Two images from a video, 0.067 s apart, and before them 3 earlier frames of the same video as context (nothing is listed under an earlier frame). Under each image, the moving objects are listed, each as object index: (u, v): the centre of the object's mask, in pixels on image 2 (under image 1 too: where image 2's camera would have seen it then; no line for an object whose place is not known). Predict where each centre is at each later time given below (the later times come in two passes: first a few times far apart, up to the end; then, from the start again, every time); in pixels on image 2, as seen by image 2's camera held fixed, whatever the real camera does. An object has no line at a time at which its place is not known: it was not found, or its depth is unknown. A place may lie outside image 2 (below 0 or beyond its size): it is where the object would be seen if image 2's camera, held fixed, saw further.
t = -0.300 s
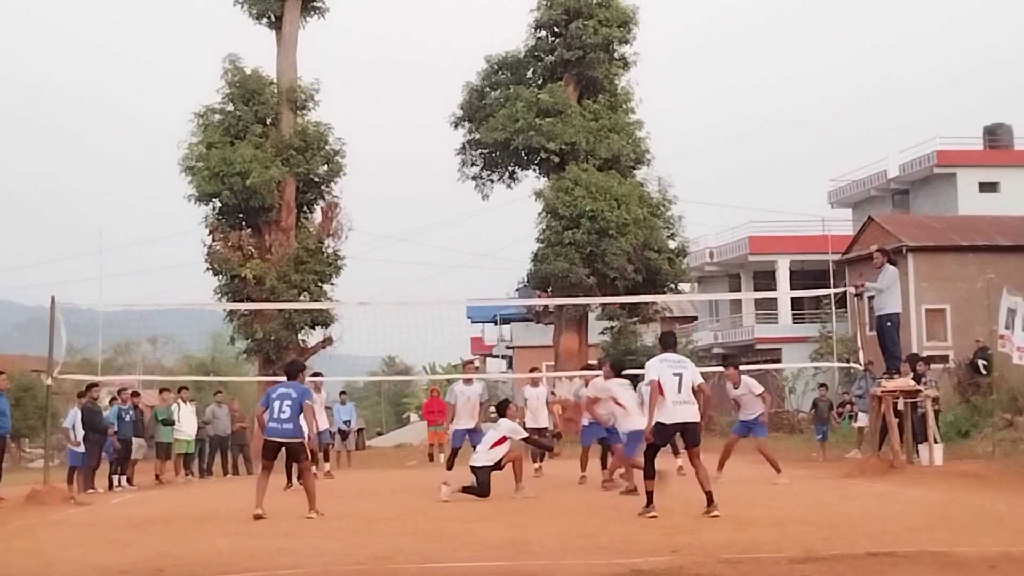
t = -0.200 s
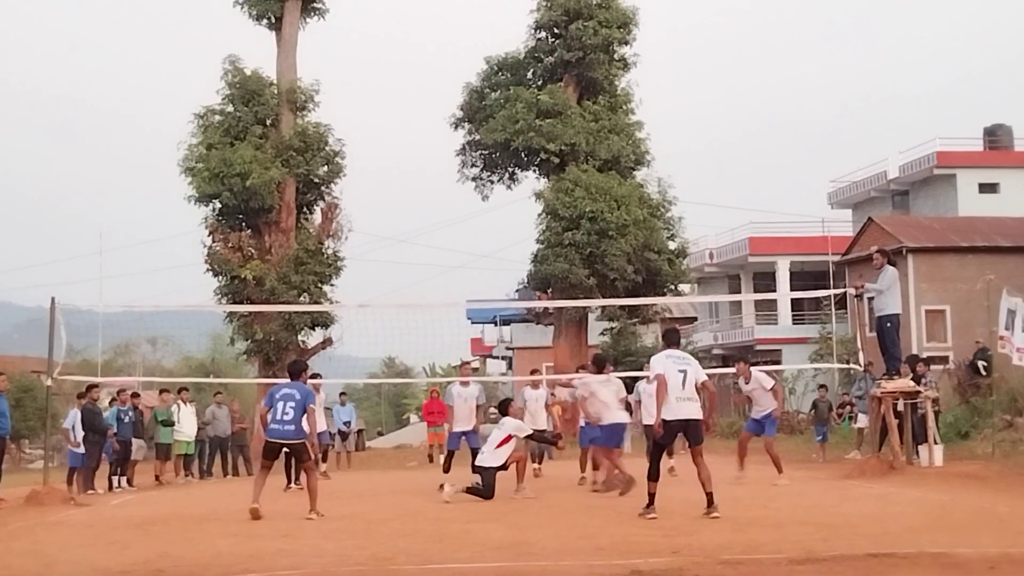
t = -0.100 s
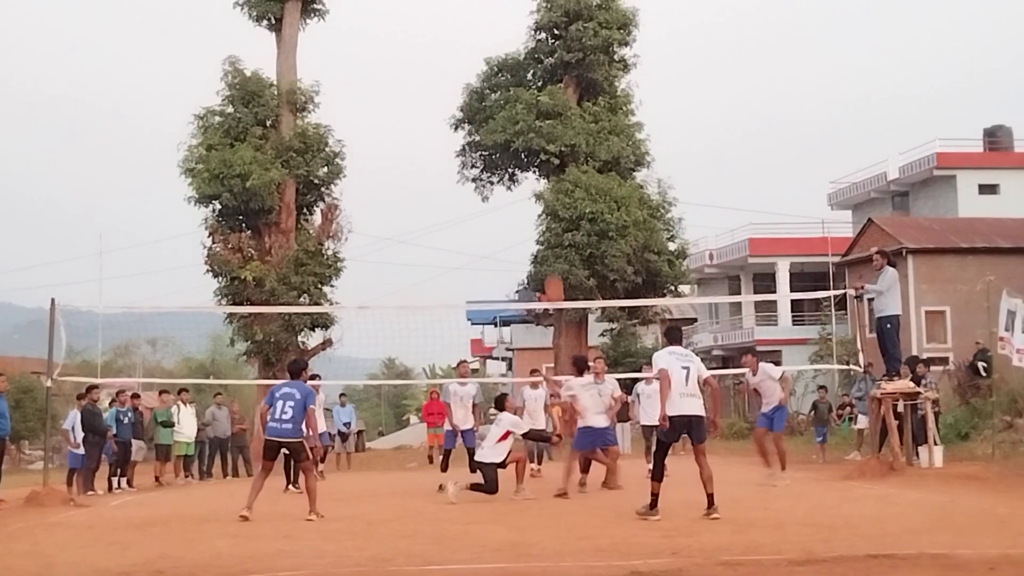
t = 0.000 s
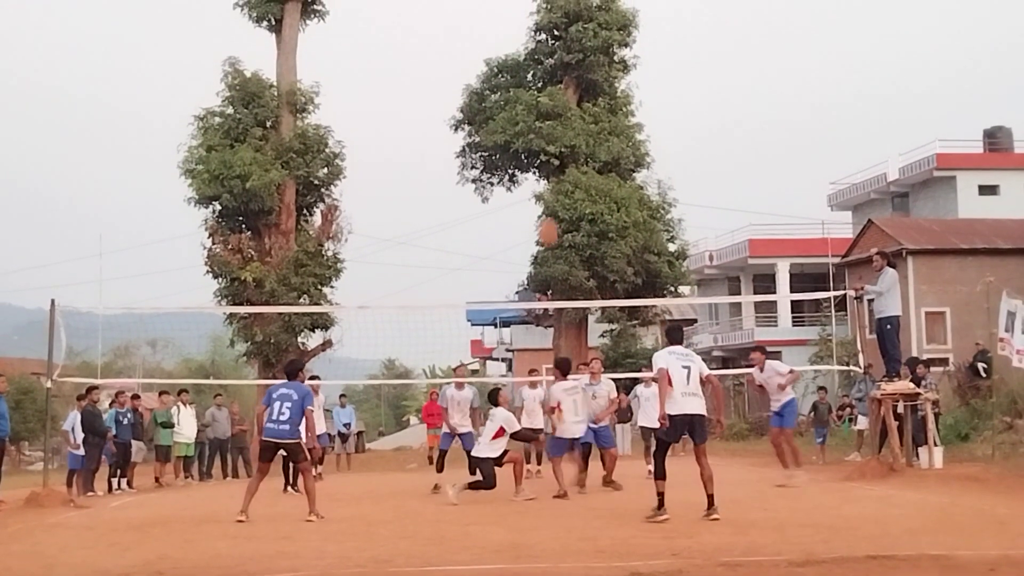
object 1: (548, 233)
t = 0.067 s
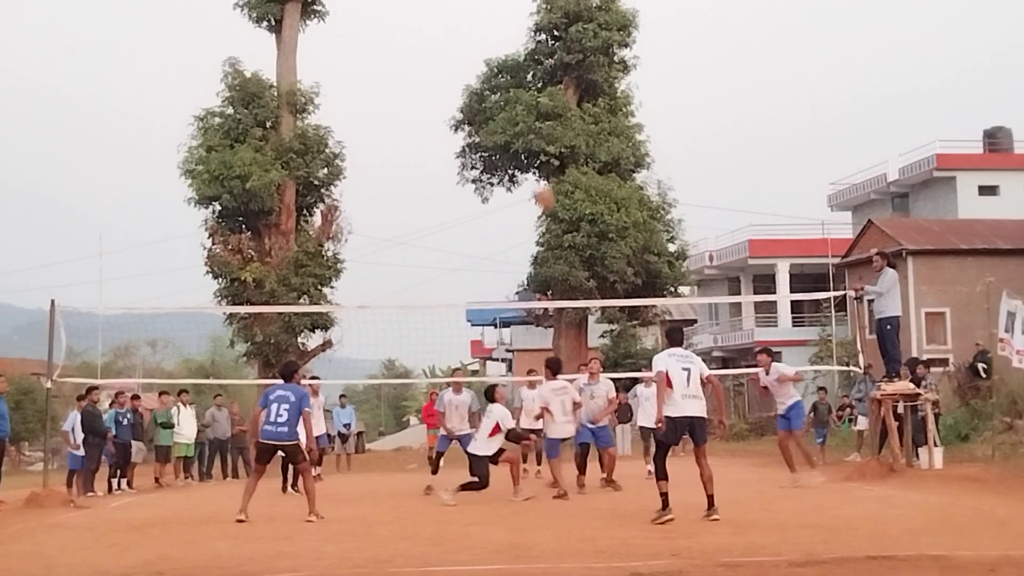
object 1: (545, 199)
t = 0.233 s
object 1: (535, 126)
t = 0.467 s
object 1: (524, 64)
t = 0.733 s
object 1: (514, 50)
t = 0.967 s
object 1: (506, 88)
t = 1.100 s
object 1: (501, 133)
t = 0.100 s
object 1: (543, 179)
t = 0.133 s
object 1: (541, 165)
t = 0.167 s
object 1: (539, 151)
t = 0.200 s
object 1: (537, 138)
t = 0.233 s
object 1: (535, 126)
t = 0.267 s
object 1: (533, 113)
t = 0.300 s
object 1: (532, 103)
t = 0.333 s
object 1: (530, 93)
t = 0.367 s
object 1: (529, 84)
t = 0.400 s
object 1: (527, 77)
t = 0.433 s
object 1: (526, 70)
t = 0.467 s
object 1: (524, 64)
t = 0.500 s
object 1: (523, 59)
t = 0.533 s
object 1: (522, 55)
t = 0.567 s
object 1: (520, 52)
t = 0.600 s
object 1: (519, 50)
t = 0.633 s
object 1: (518, 48)
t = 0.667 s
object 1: (516, 48)
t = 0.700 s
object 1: (515, 49)
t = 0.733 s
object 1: (514, 50)
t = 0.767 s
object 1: (512, 52)
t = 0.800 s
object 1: (511, 56)
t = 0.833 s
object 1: (511, 61)
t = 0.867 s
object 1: (509, 66)
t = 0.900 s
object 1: (508, 72)
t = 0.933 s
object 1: (507, 80)
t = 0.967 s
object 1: (506, 88)
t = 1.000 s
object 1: (505, 97)
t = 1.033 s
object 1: (504, 108)
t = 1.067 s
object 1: (503, 120)
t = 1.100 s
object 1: (501, 133)
